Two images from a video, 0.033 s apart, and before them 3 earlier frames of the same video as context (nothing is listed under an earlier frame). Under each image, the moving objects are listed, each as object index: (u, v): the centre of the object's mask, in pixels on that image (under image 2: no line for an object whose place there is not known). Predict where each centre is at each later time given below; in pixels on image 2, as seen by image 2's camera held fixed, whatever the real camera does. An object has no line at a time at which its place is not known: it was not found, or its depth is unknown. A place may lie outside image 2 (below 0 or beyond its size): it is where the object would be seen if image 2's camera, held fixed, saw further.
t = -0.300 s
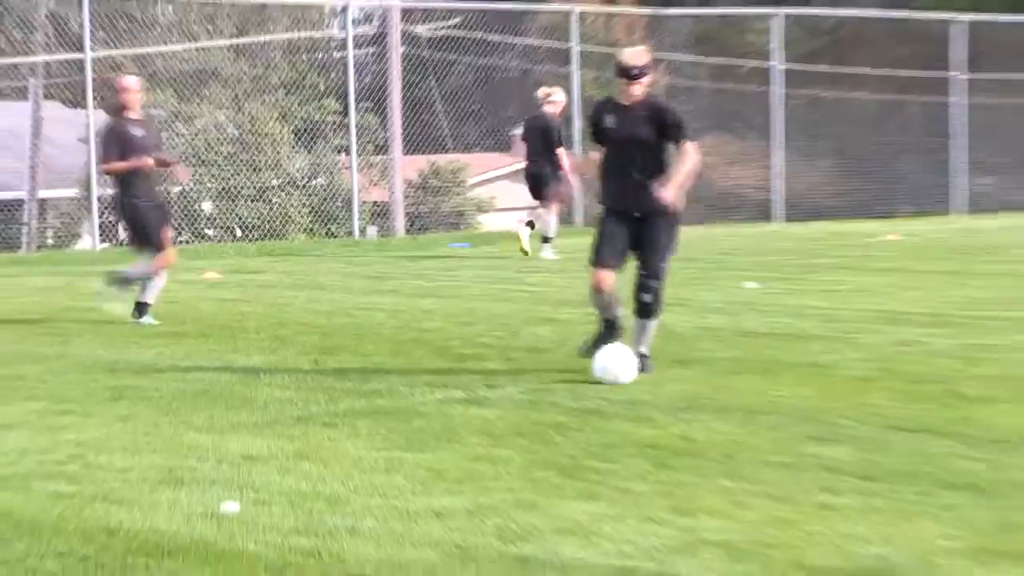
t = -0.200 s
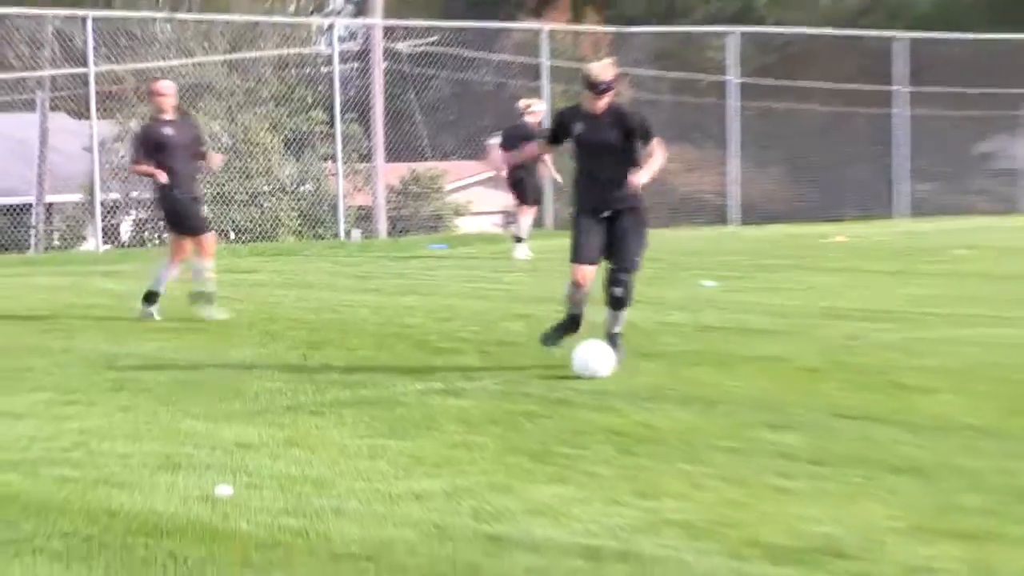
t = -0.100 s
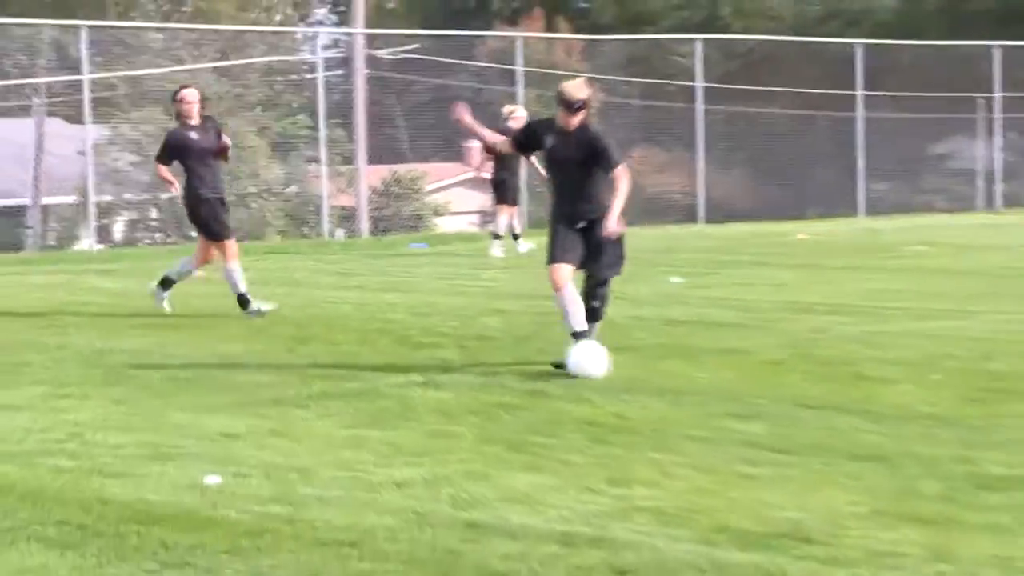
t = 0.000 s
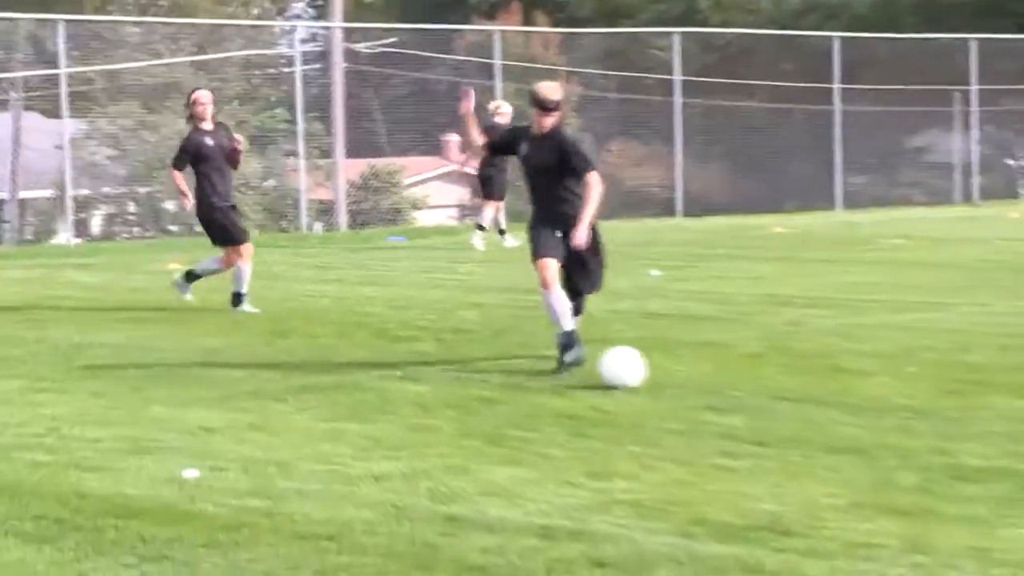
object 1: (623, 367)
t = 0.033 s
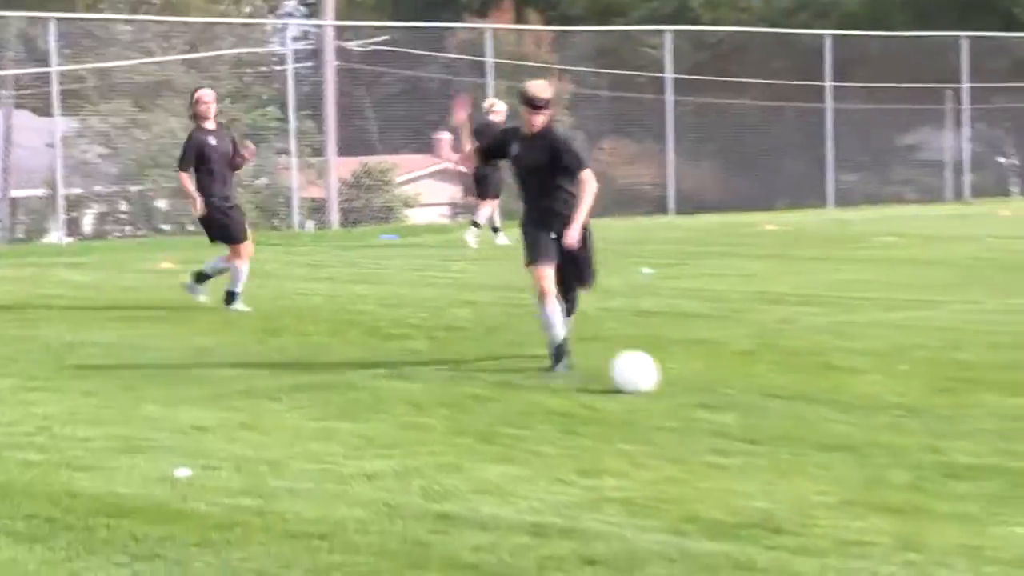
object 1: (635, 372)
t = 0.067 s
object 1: (654, 379)
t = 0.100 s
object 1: (672, 383)
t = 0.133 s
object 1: (689, 387)
